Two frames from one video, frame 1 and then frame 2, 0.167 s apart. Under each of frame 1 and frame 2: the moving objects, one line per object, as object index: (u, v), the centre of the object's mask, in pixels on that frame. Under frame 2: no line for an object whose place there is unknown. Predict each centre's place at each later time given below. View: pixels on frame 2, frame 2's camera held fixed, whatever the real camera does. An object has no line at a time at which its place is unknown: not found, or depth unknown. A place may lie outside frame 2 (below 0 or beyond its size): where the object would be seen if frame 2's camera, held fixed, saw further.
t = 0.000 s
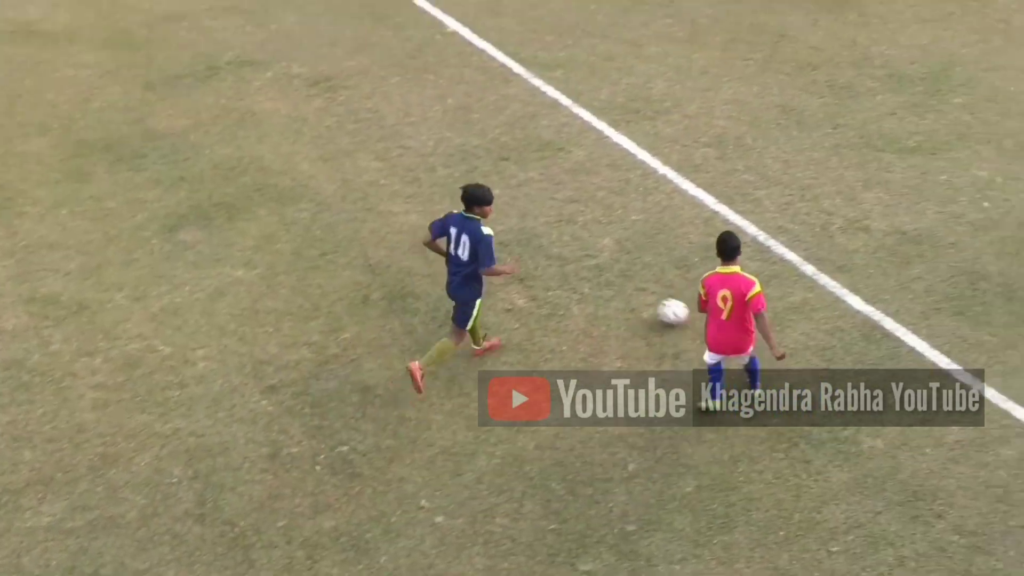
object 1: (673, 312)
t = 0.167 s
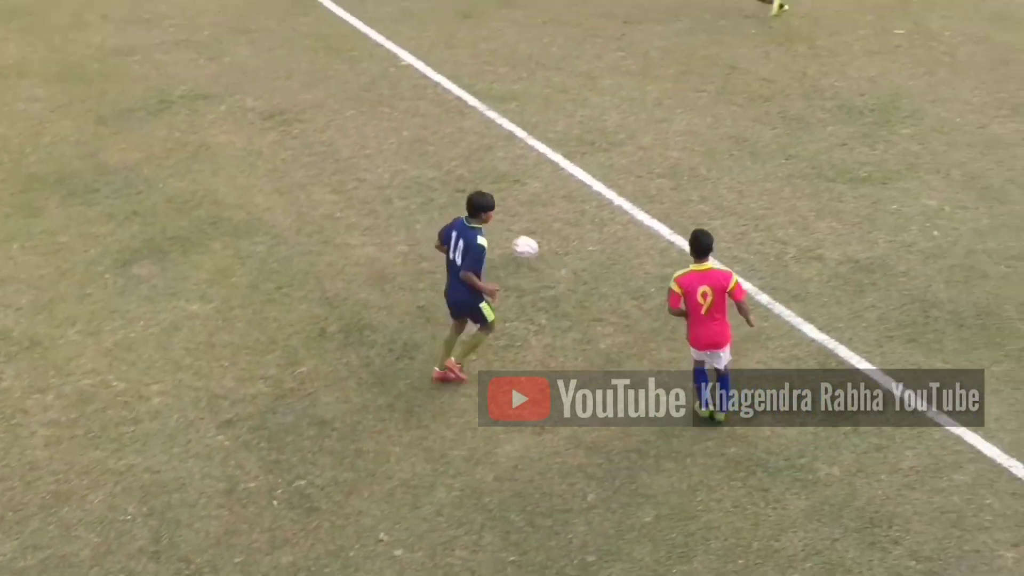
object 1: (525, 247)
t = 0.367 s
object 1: (424, 174)
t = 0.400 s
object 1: (411, 159)
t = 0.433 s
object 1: (404, 153)
